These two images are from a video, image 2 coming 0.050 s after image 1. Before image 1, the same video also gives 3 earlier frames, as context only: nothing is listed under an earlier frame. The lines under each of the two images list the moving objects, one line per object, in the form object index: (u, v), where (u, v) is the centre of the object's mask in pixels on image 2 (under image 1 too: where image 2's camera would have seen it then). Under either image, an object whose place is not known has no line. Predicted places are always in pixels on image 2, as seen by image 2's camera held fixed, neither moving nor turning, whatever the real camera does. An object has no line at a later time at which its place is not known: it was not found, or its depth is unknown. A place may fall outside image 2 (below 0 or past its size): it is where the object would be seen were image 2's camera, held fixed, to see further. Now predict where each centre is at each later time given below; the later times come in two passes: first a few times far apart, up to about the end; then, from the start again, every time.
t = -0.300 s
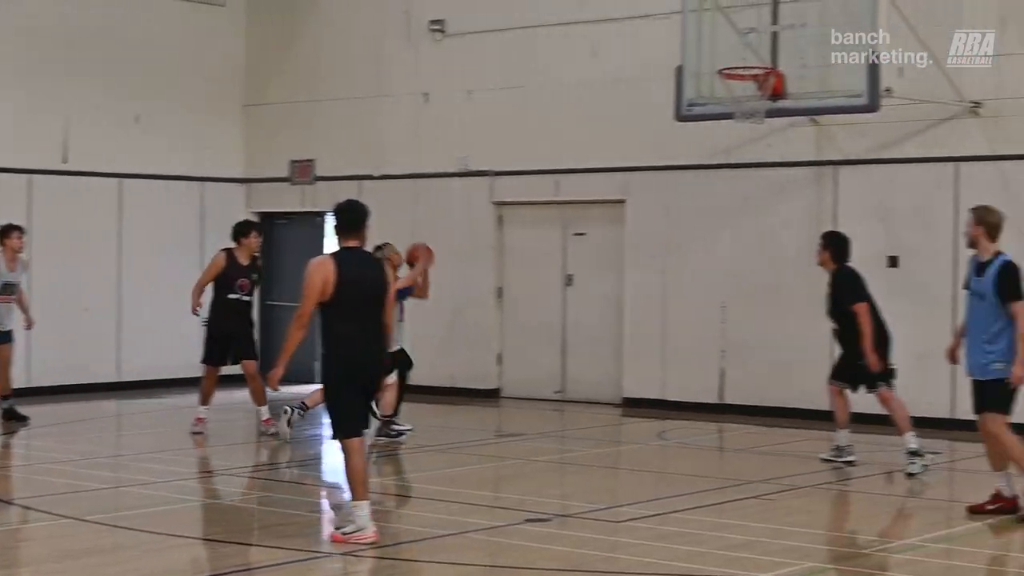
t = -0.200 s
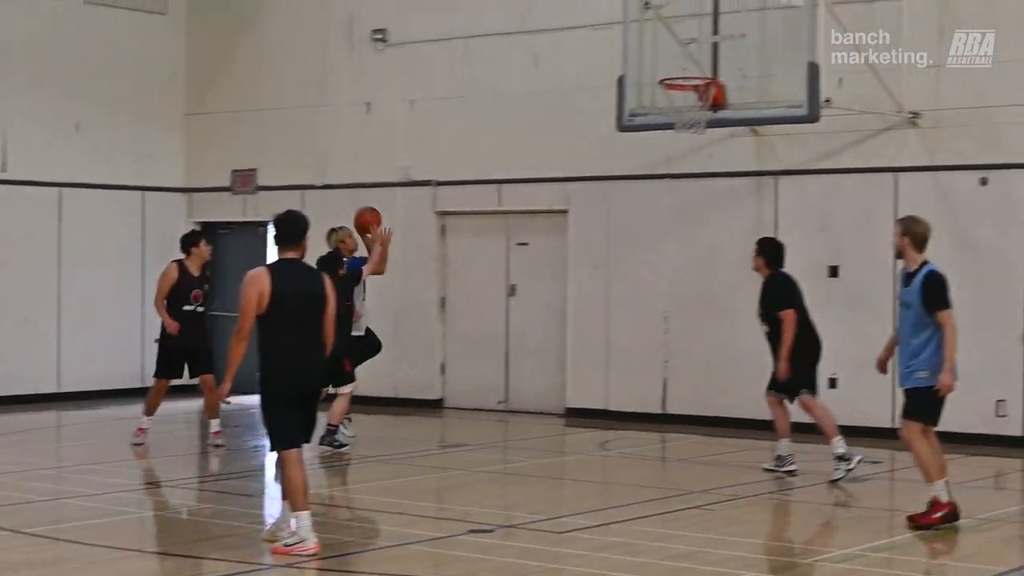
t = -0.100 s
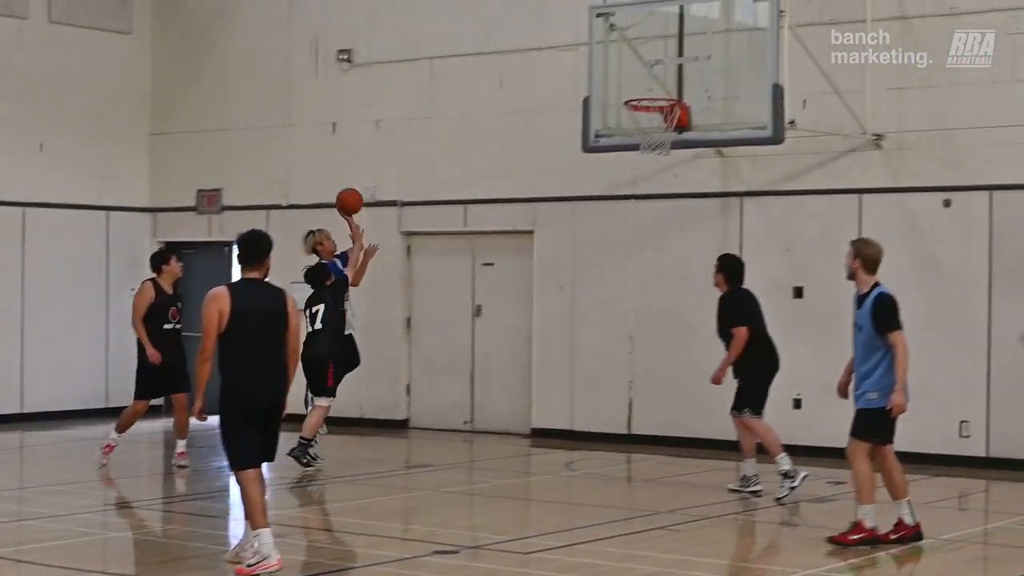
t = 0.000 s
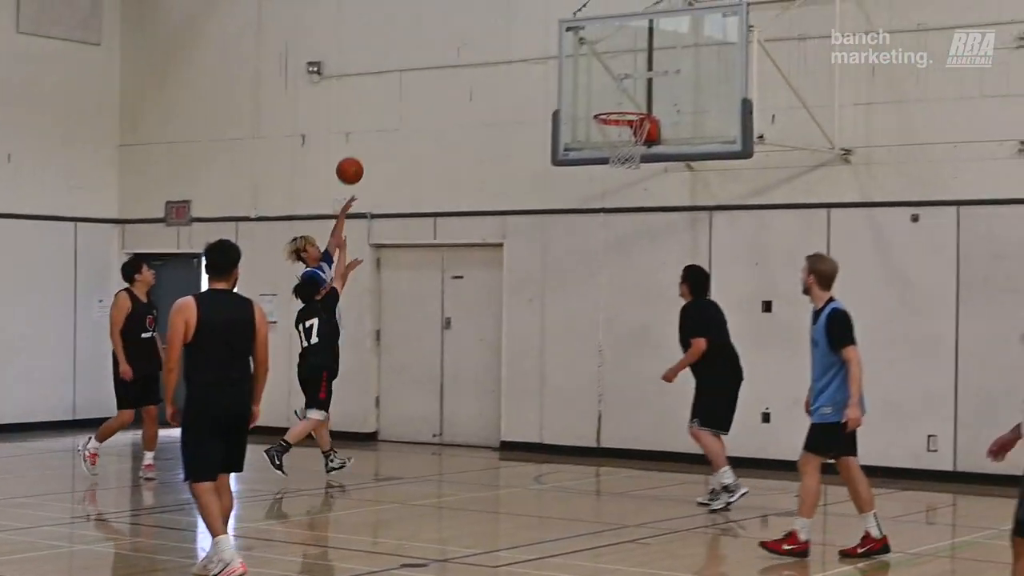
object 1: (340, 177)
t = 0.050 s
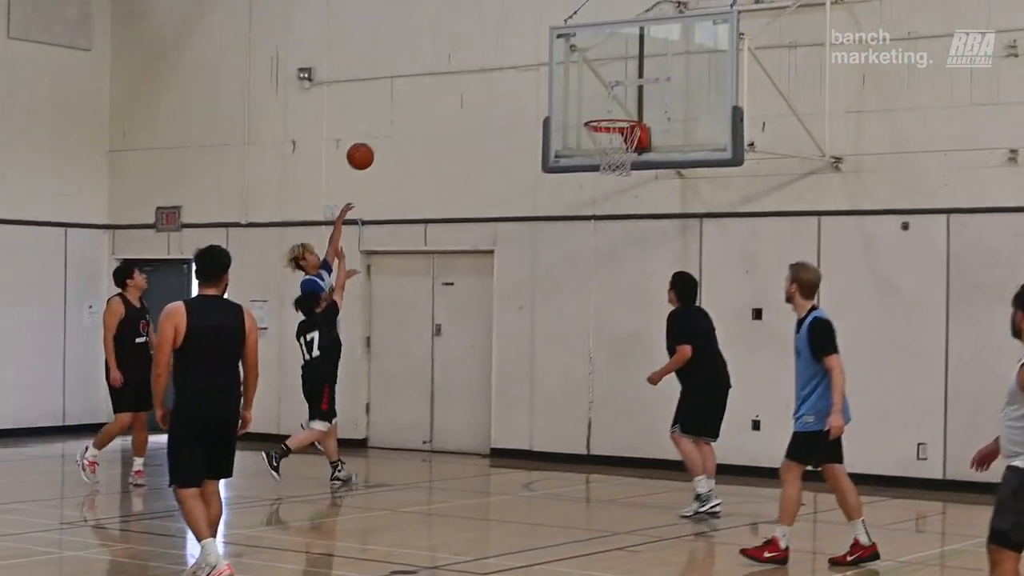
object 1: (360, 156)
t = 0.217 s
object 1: (426, 105)
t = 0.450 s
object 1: (520, 86)
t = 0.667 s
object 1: (598, 105)
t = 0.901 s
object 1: (642, 103)
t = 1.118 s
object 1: (681, 155)
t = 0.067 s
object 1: (366, 150)
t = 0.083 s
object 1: (373, 144)
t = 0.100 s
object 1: (379, 138)
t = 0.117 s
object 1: (386, 132)
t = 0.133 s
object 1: (392, 127)
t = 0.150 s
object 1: (399, 122)
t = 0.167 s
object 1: (406, 117)
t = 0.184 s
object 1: (412, 113)
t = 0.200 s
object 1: (419, 109)
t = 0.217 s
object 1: (426, 105)
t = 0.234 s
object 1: (432, 102)
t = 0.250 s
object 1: (439, 99)
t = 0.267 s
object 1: (446, 96)
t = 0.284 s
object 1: (452, 93)
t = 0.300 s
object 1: (459, 91)
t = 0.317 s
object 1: (466, 89)
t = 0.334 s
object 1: (472, 88)
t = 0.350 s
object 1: (479, 87)
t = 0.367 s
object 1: (486, 86)
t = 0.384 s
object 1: (492, 85)
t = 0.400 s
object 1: (499, 85)
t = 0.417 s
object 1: (506, 85)
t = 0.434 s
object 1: (513, 85)
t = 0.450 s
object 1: (520, 86)
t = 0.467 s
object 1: (526, 87)
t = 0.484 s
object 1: (533, 88)
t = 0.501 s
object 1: (540, 90)
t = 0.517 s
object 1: (547, 92)
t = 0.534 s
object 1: (554, 94)
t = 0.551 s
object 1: (560, 97)
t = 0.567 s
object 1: (567, 100)
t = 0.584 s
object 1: (574, 103)
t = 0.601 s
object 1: (581, 107)
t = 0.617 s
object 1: (588, 110)
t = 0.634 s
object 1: (592, 110)
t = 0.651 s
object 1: (595, 107)
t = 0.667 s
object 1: (598, 105)
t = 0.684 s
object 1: (601, 103)
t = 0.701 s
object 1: (604, 101)
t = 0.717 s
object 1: (607, 100)
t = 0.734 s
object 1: (611, 98)
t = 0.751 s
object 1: (614, 97)
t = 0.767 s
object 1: (617, 97)
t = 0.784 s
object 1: (620, 96)
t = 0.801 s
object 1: (623, 97)
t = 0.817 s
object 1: (626, 97)
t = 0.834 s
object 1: (629, 98)
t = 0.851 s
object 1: (632, 99)
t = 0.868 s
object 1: (635, 100)
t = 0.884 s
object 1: (639, 101)
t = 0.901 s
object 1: (642, 103)
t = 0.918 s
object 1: (645, 106)
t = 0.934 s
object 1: (648, 109)
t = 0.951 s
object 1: (651, 112)
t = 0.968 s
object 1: (655, 114)
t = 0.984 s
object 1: (657, 118)
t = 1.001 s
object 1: (660, 122)
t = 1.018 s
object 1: (663, 126)
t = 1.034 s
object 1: (667, 130)
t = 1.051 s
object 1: (670, 135)
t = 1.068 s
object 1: (673, 141)
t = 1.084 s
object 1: (676, 146)
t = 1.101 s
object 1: (679, 153)
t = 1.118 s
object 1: (681, 155)
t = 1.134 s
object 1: (681, 156)
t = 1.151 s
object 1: (681, 157)
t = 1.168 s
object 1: (680, 158)
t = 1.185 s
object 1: (681, 159)
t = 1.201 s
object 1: (681, 160)
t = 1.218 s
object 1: (681, 162)
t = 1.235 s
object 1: (681, 165)
